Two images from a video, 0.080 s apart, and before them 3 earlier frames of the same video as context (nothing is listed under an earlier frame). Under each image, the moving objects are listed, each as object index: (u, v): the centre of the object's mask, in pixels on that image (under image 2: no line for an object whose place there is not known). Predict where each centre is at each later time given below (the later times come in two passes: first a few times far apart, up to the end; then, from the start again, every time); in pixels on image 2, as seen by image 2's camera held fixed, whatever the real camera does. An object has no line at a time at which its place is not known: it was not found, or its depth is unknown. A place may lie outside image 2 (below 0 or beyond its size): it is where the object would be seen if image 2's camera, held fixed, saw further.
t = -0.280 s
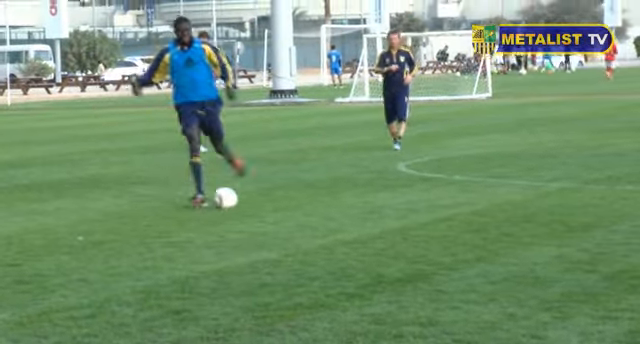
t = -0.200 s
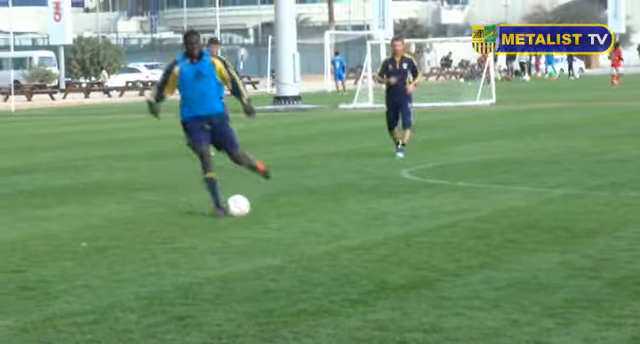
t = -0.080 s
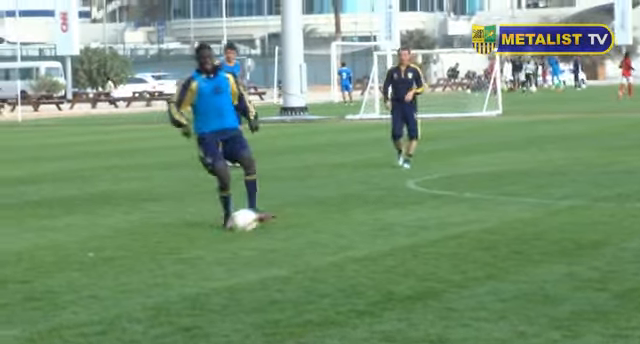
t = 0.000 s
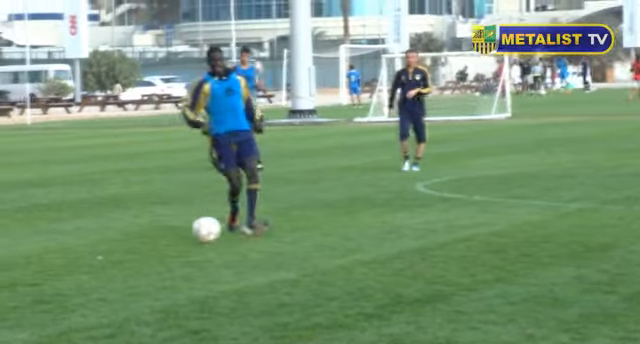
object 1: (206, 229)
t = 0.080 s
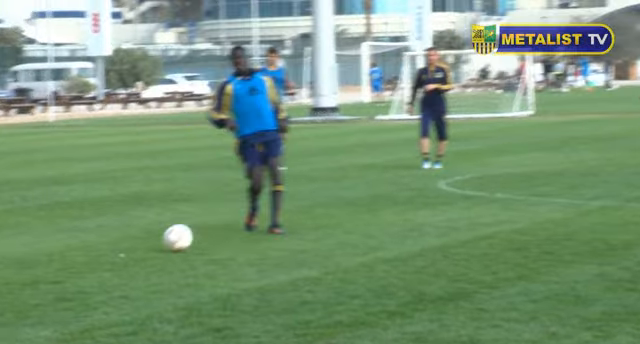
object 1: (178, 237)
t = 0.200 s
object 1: (99, 253)
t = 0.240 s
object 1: (73, 259)
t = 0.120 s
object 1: (151, 246)
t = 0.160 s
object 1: (126, 250)
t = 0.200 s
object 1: (99, 253)
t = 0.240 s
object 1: (73, 259)
